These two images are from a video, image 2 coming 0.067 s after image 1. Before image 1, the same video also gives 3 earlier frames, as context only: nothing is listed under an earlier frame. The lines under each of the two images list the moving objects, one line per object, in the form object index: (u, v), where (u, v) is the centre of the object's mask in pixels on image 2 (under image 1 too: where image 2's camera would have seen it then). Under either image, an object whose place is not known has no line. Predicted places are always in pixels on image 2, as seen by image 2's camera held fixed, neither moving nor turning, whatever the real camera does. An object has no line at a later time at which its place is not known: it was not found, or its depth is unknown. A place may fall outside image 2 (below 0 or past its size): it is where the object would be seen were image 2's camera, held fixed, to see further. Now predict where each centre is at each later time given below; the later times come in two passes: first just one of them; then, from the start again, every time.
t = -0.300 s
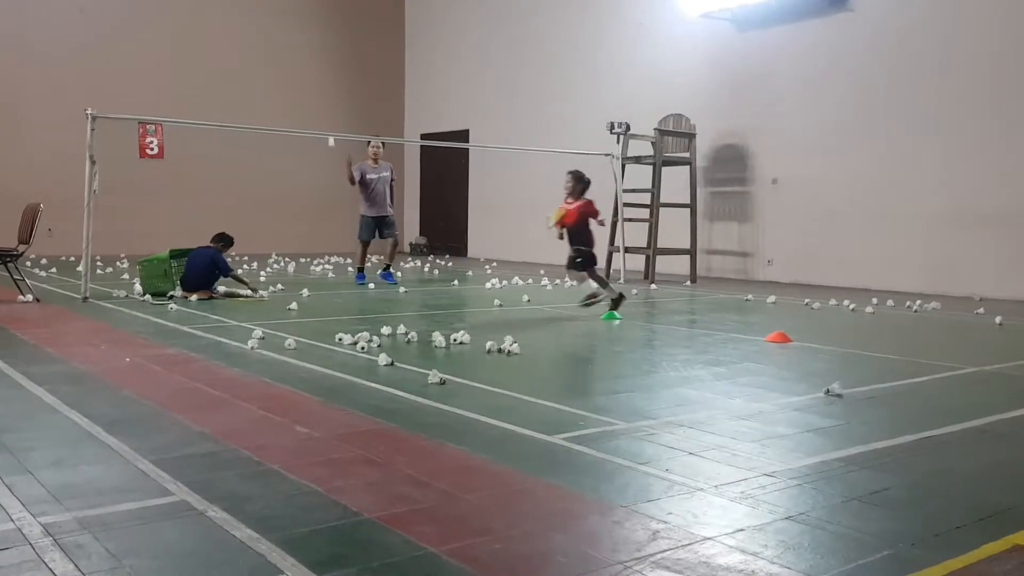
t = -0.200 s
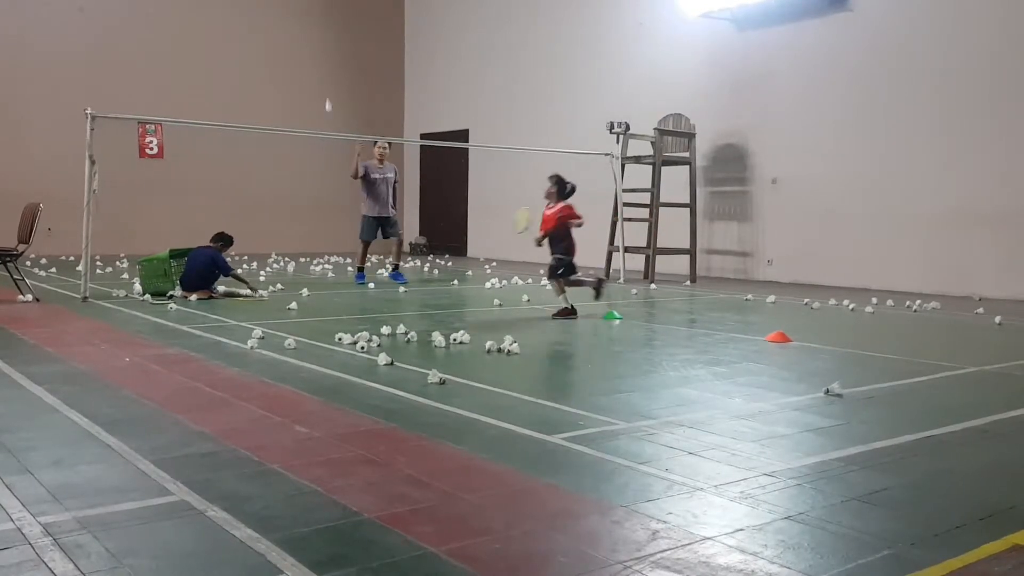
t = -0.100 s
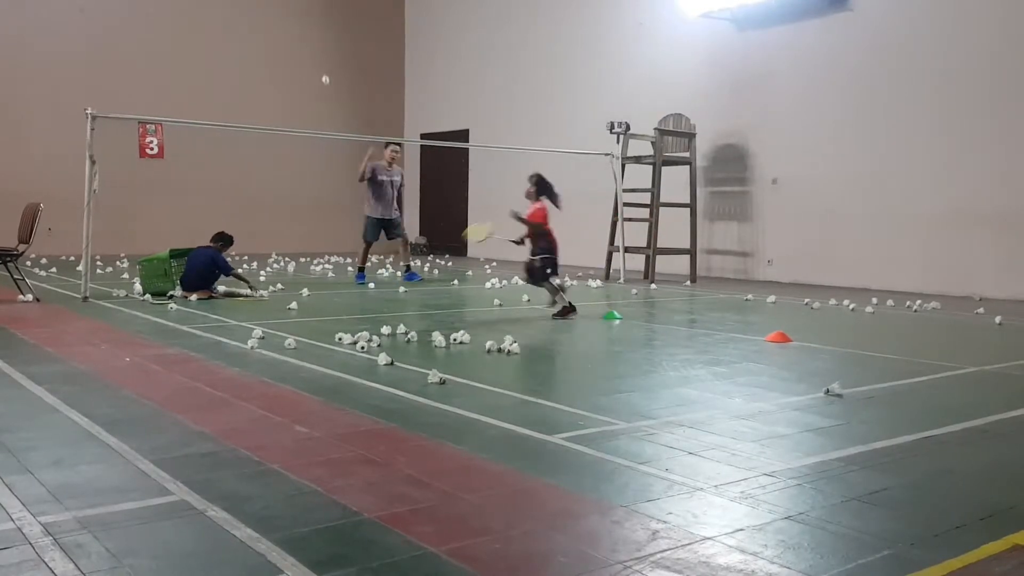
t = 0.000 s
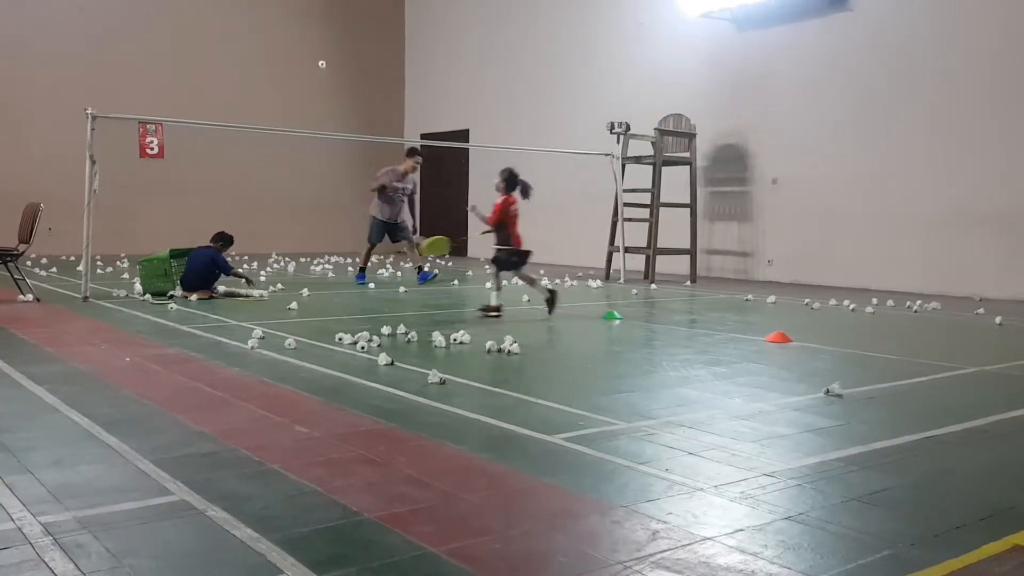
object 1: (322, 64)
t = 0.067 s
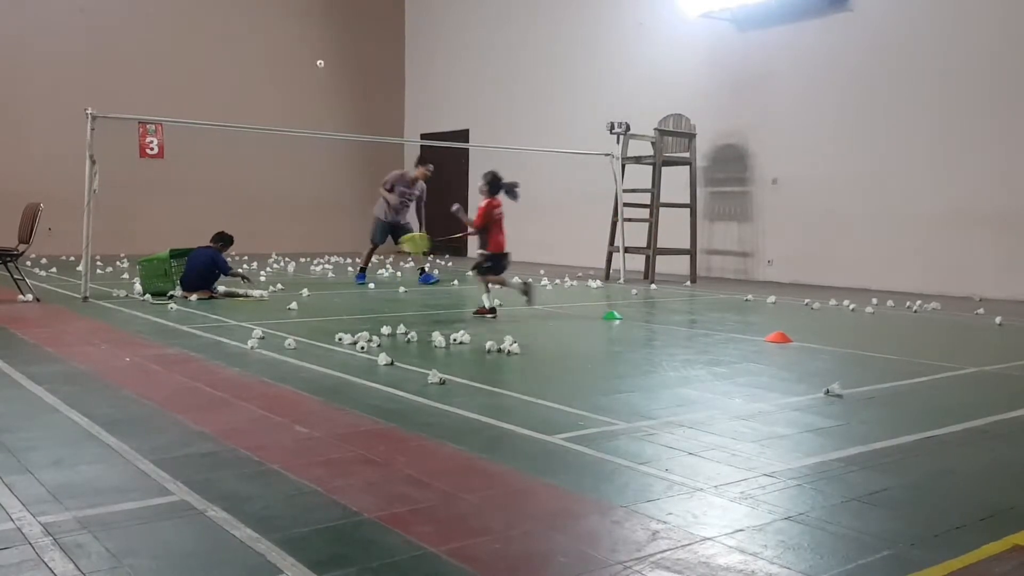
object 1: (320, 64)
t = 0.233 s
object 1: (316, 81)
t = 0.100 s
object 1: (320, 65)
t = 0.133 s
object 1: (319, 67)
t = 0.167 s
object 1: (318, 70)
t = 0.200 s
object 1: (317, 75)
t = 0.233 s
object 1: (316, 81)
